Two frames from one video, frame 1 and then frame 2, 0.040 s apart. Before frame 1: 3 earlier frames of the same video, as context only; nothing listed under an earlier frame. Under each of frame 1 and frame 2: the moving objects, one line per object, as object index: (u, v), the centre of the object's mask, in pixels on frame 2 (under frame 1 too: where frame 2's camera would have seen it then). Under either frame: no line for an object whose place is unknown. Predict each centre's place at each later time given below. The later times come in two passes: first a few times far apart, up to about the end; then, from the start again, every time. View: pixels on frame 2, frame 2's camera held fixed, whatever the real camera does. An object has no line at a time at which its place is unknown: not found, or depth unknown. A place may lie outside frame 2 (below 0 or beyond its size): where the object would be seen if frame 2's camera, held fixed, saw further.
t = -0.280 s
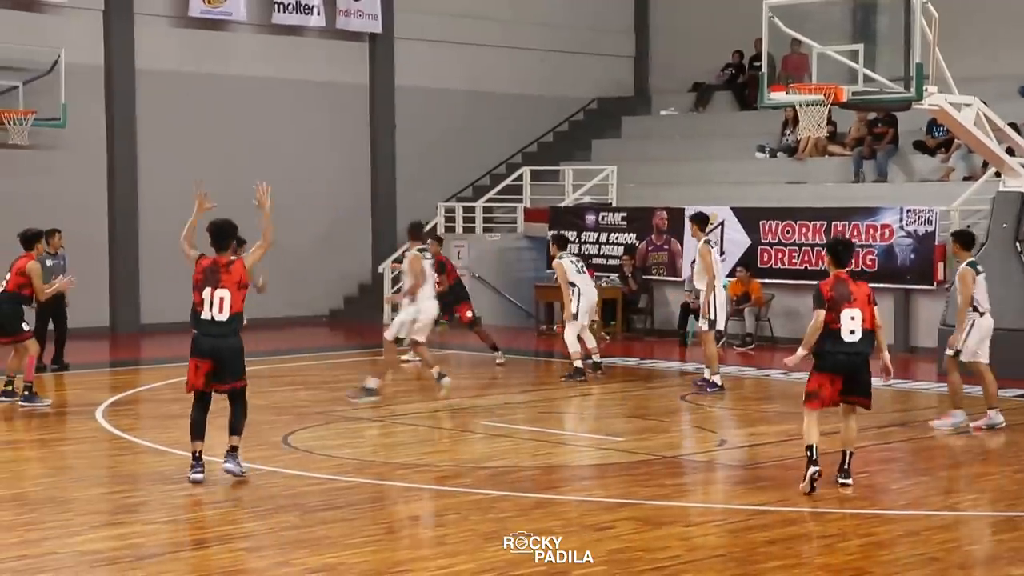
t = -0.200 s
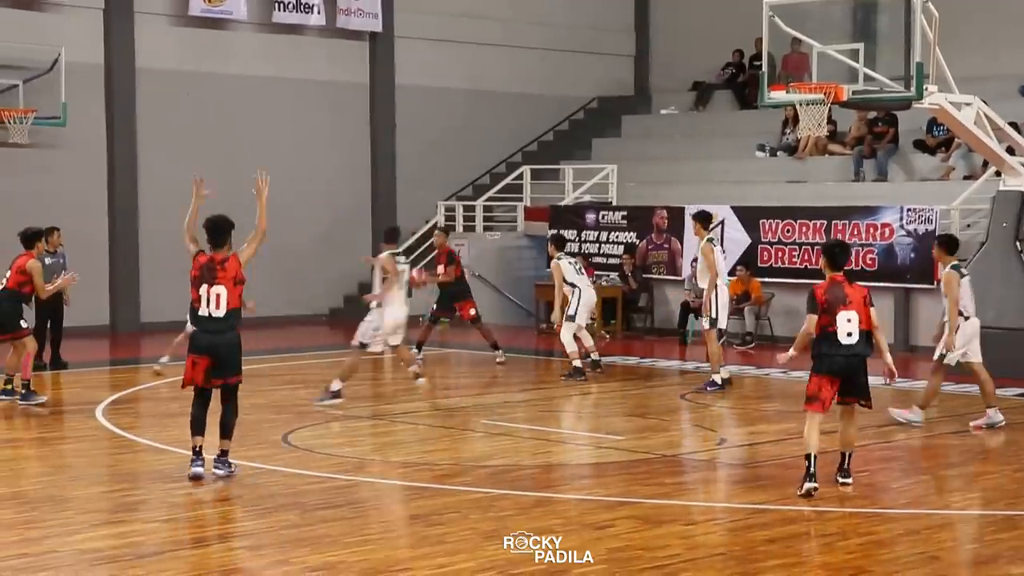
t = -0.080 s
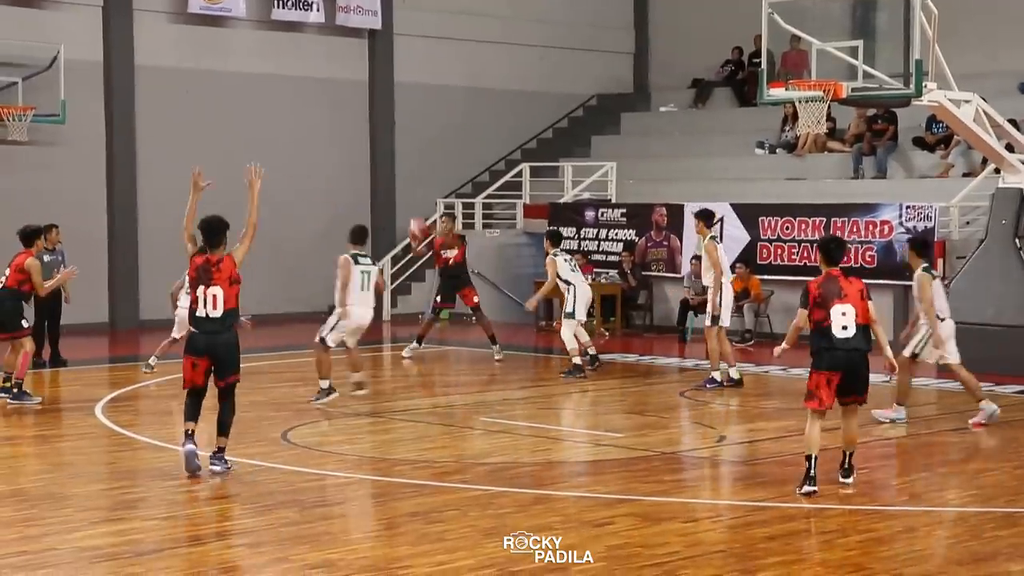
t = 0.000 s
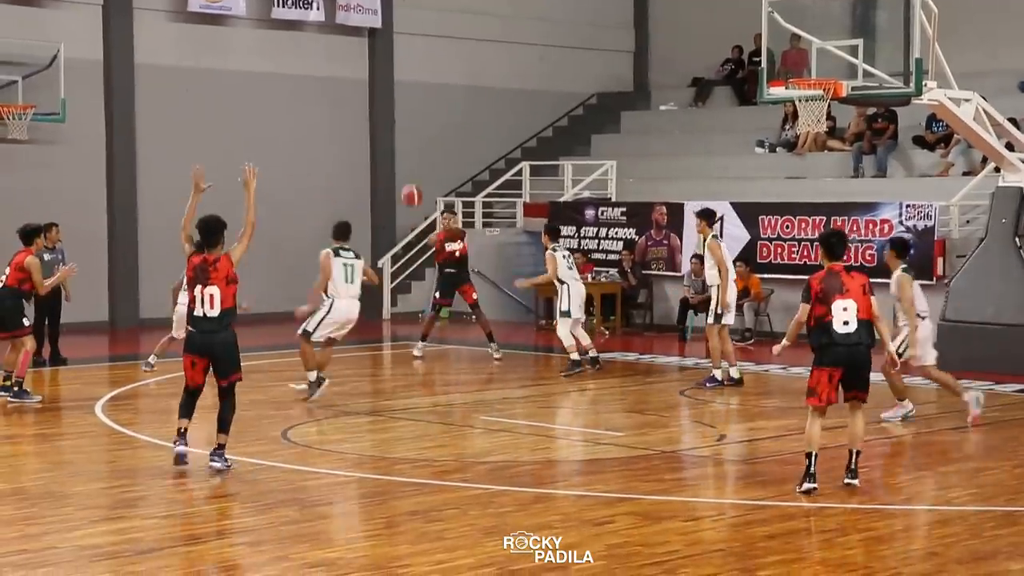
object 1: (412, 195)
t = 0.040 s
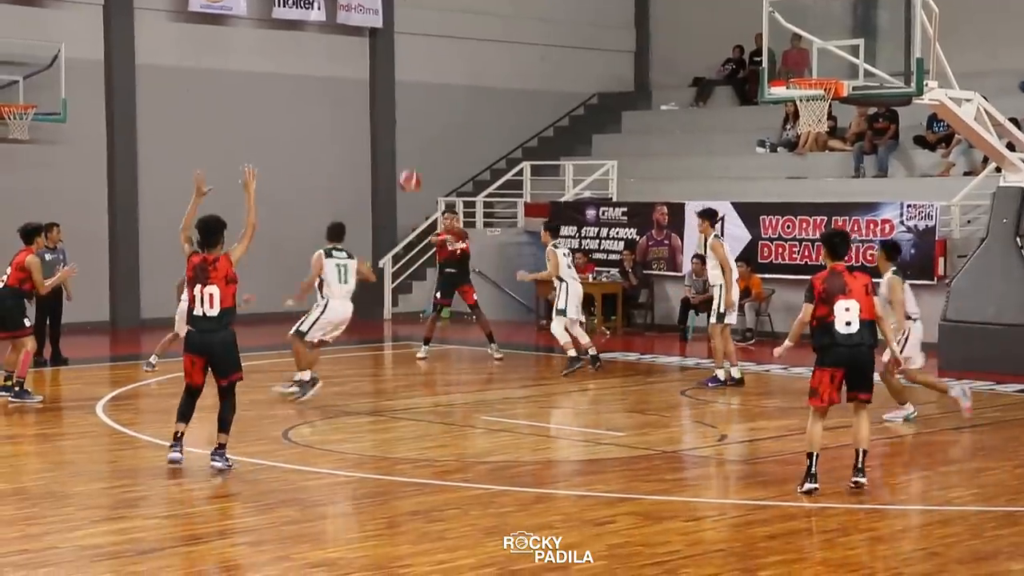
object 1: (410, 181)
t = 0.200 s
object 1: (396, 131)
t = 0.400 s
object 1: (375, 95)
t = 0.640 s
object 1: (347, 103)
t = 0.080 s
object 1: (406, 168)
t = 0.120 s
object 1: (403, 154)
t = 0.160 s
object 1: (399, 143)
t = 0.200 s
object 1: (396, 131)
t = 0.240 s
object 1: (392, 122)
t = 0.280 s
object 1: (388, 113)
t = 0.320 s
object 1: (384, 107)
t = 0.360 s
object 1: (379, 99)
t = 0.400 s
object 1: (375, 95)
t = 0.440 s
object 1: (371, 93)
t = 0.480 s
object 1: (367, 91)
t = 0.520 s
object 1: (362, 91)
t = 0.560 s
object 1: (357, 93)
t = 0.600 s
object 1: (352, 97)
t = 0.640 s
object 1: (347, 103)
